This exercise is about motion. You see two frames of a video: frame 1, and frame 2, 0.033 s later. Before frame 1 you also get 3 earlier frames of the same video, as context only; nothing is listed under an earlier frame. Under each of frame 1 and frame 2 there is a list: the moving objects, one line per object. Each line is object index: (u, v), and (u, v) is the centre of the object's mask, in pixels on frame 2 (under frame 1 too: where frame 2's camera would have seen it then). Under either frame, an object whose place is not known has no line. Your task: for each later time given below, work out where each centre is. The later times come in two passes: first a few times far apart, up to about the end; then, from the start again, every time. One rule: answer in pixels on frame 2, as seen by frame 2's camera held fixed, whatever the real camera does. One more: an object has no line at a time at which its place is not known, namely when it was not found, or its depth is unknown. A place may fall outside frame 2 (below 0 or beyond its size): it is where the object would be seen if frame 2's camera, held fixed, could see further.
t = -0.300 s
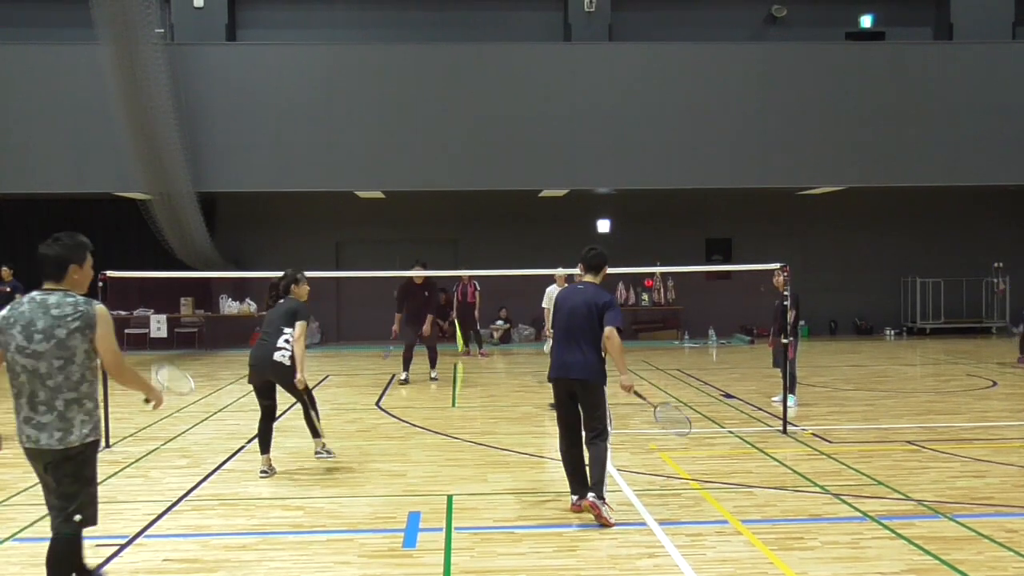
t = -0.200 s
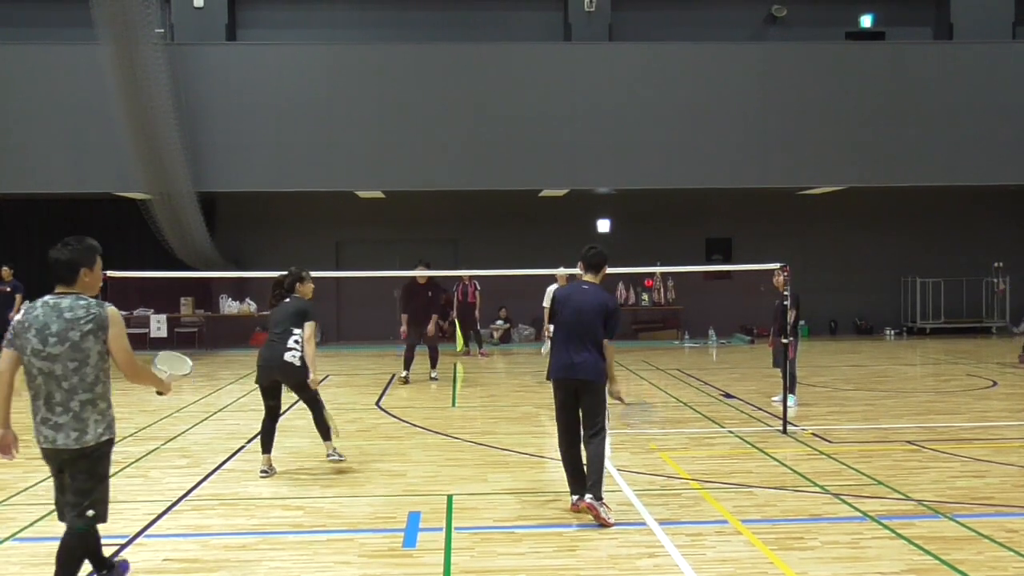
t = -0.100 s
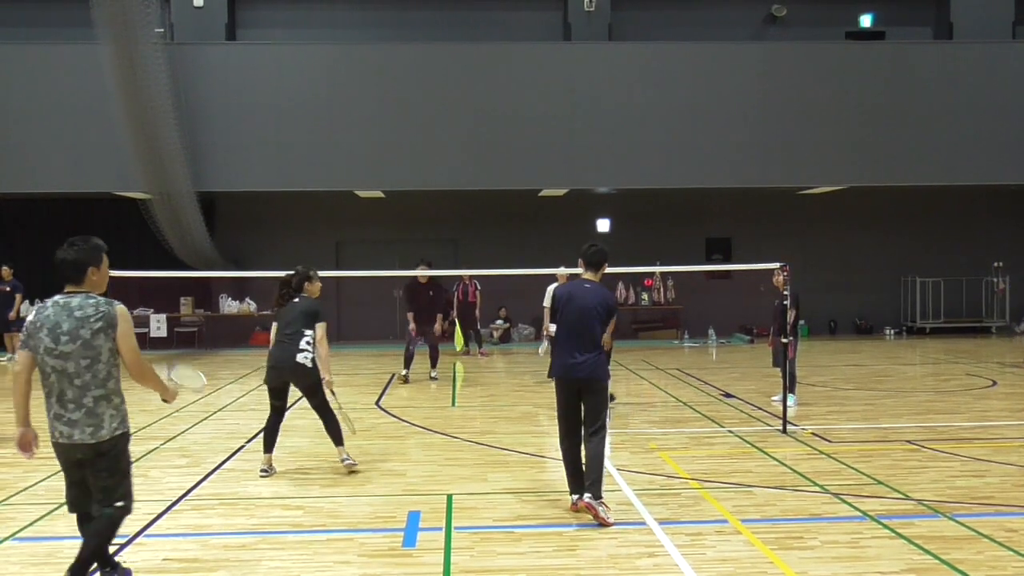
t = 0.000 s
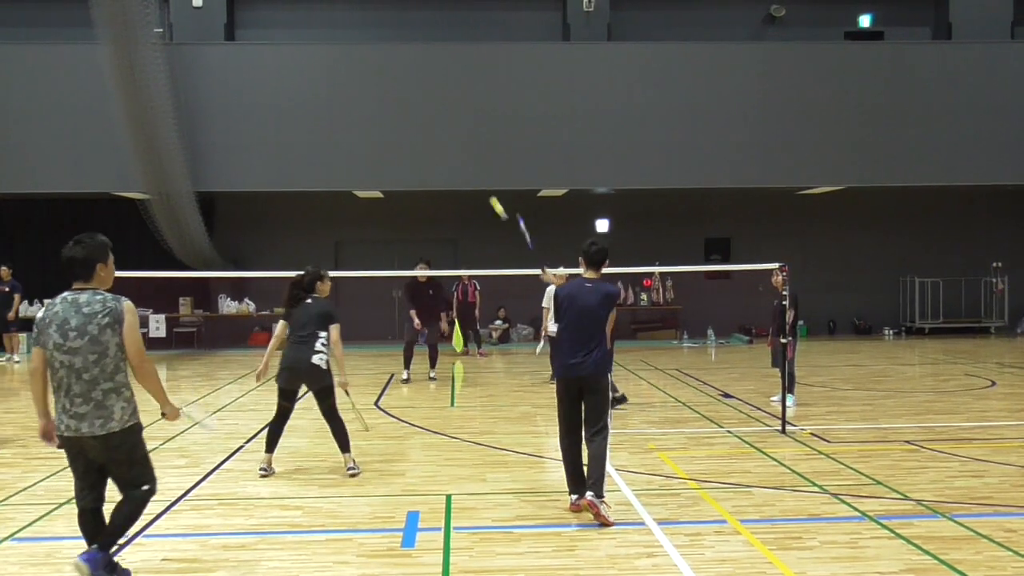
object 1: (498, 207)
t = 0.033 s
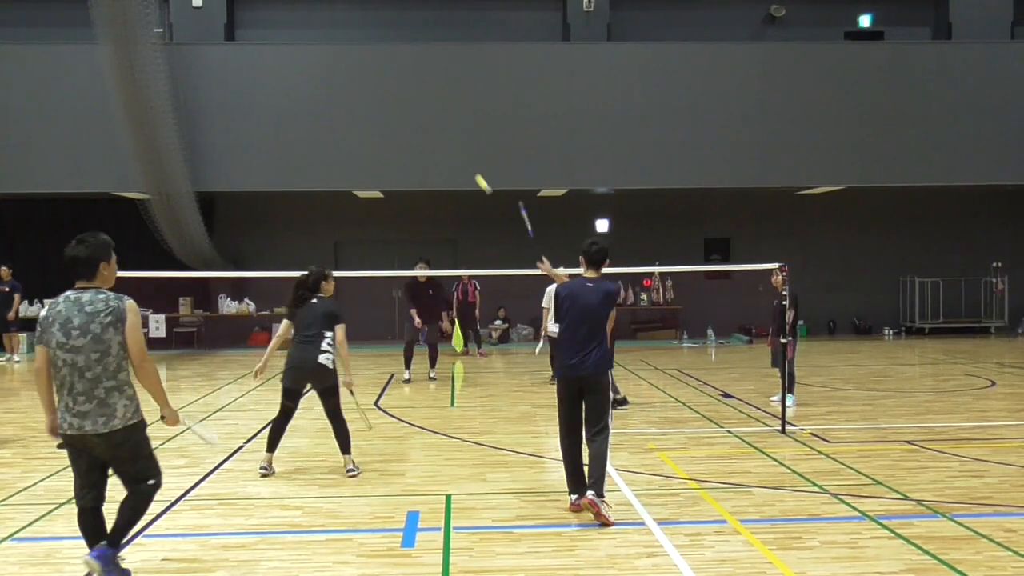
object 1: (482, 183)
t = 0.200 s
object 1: (435, 121)
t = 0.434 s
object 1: (399, 108)
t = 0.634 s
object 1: (381, 130)
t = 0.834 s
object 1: (369, 171)
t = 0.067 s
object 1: (470, 165)
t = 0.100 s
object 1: (457, 148)
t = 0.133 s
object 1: (449, 137)
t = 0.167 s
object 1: (441, 128)
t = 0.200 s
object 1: (435, 121)
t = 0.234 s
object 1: (430, 115)
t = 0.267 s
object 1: (424, 110)
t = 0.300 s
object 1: (418, 108)
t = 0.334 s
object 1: (413, 106)
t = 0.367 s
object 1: (408, 105)
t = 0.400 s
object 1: (403, 107)
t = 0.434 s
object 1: (399, 108)
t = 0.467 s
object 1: (396, 108)
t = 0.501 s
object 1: (392, 111)
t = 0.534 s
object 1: (389, 114)
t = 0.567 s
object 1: (386, 118)
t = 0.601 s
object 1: (383, 125)
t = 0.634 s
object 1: (381, 130)
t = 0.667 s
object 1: (379, 135)
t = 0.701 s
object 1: (376, 142)
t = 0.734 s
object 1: (374, 148)
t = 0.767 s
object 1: (372, 155)
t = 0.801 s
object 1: (370, 163)
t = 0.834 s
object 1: (369, 171)
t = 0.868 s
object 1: (367, 180)
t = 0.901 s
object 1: (366, 188)
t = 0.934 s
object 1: (364, 198)
